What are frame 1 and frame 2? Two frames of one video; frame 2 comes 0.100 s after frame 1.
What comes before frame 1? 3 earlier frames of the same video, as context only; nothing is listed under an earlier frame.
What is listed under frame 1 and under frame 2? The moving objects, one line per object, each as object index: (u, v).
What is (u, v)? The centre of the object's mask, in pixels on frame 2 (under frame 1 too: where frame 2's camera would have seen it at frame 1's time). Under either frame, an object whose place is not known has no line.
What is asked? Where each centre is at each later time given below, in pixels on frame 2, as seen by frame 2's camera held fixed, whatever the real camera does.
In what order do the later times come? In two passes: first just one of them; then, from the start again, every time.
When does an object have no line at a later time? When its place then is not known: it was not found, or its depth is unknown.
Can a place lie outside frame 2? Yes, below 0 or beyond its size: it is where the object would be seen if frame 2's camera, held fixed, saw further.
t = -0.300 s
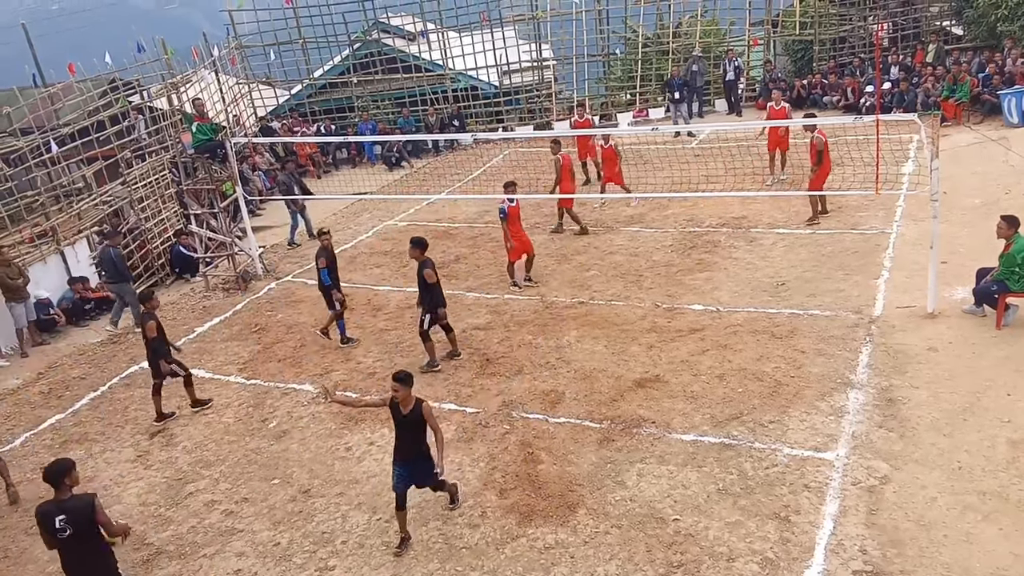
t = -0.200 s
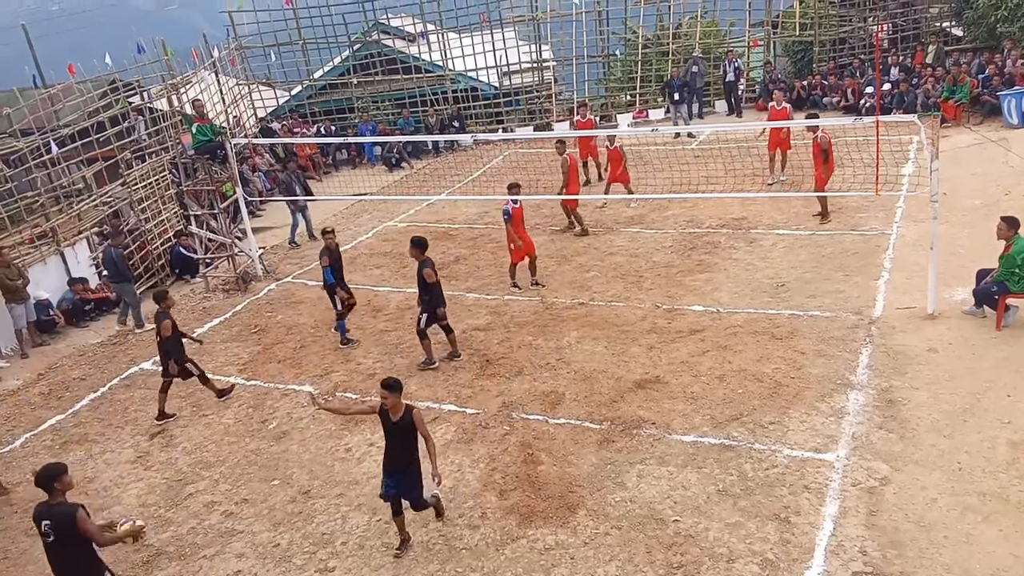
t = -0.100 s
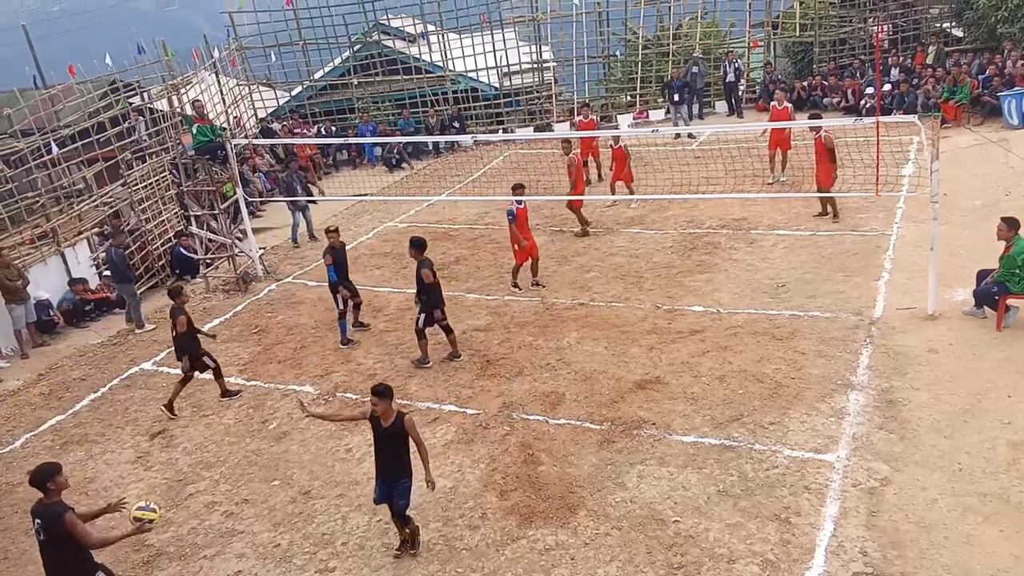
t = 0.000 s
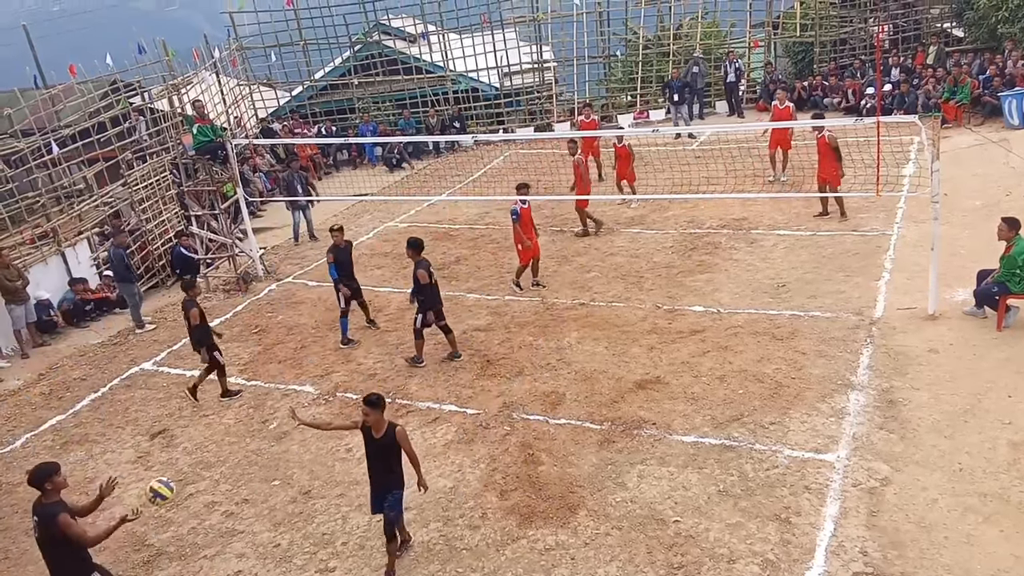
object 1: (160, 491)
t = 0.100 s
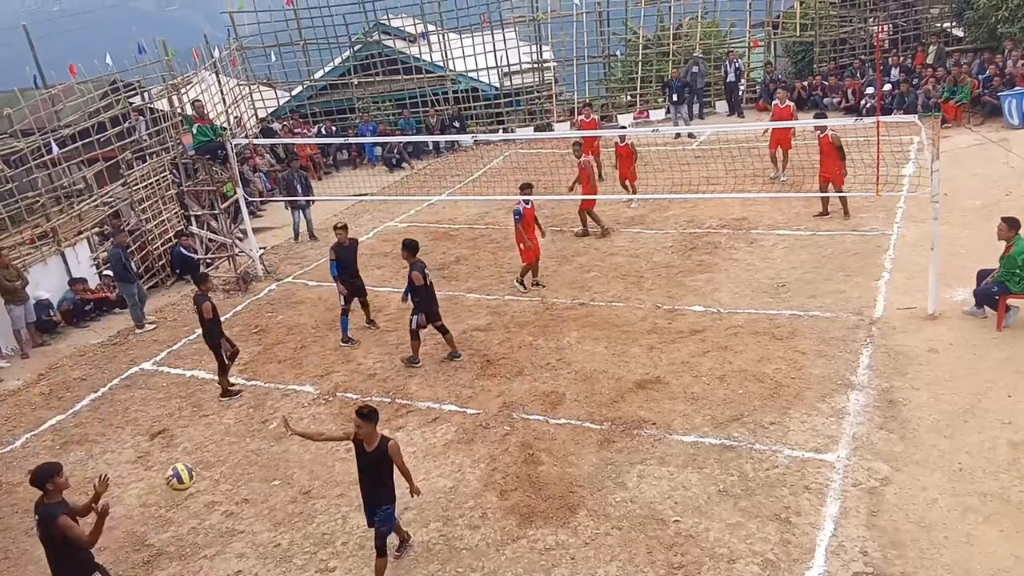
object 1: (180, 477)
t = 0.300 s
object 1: (231, 480)
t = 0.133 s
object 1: (187, 474)
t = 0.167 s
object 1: (195, 473)
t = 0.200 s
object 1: (204, 473)
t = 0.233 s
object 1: (213, 474)
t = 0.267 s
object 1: (221, 477)
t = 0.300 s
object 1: (231, 480)
